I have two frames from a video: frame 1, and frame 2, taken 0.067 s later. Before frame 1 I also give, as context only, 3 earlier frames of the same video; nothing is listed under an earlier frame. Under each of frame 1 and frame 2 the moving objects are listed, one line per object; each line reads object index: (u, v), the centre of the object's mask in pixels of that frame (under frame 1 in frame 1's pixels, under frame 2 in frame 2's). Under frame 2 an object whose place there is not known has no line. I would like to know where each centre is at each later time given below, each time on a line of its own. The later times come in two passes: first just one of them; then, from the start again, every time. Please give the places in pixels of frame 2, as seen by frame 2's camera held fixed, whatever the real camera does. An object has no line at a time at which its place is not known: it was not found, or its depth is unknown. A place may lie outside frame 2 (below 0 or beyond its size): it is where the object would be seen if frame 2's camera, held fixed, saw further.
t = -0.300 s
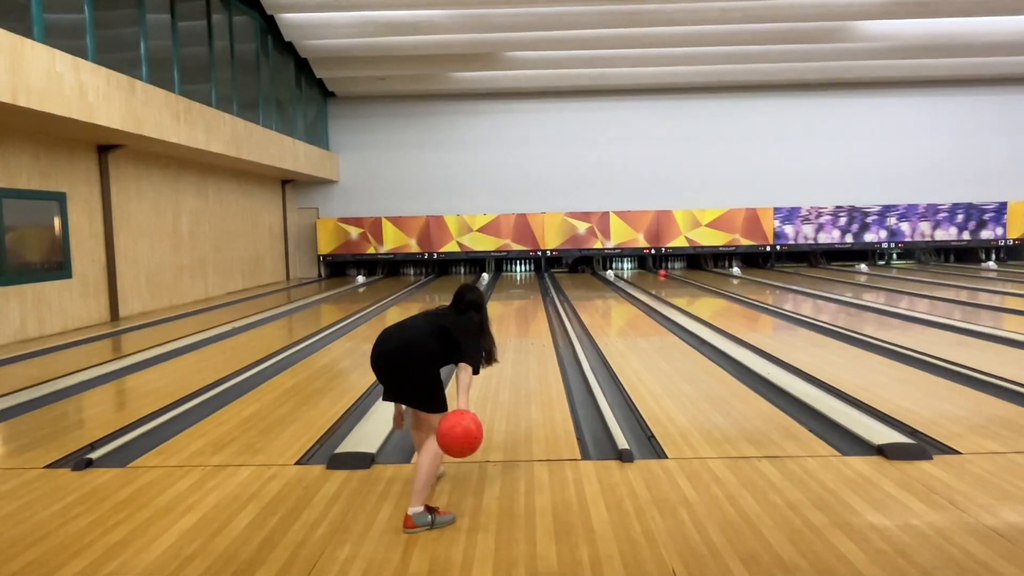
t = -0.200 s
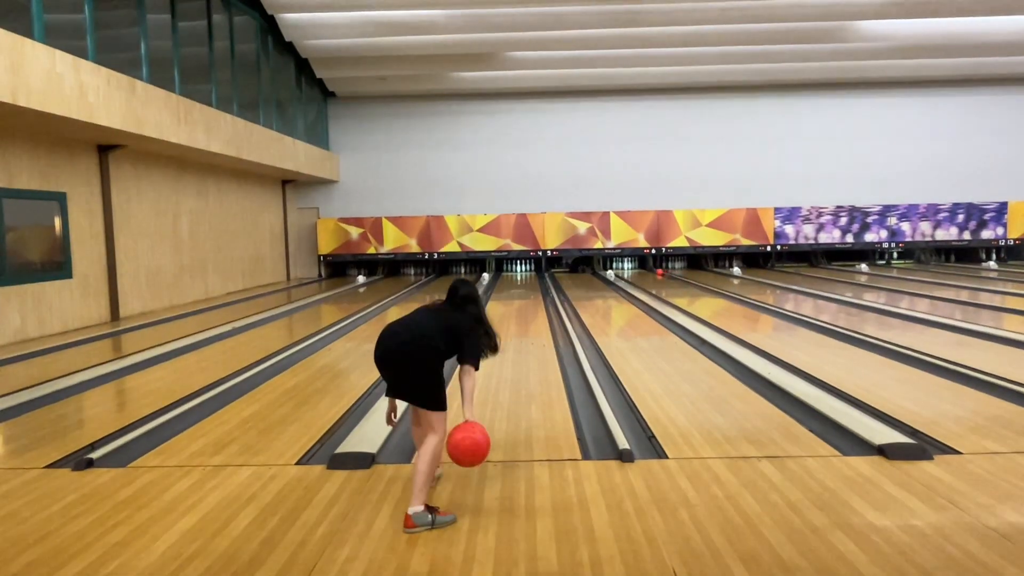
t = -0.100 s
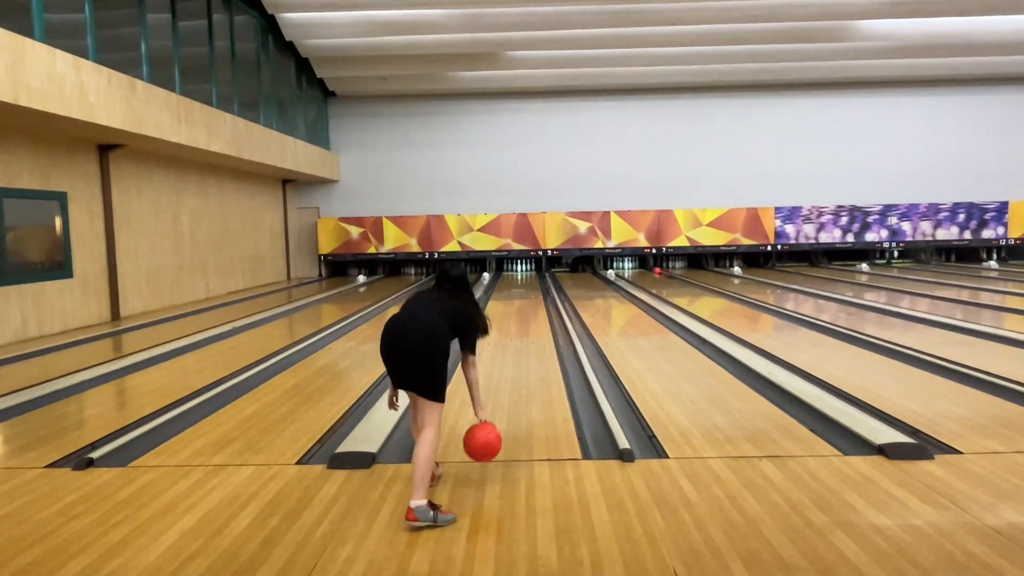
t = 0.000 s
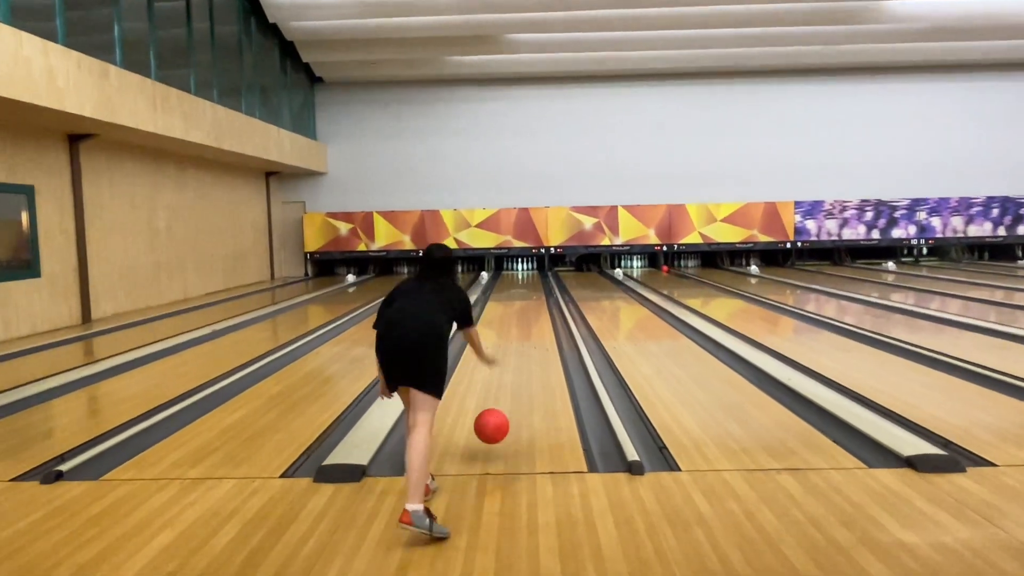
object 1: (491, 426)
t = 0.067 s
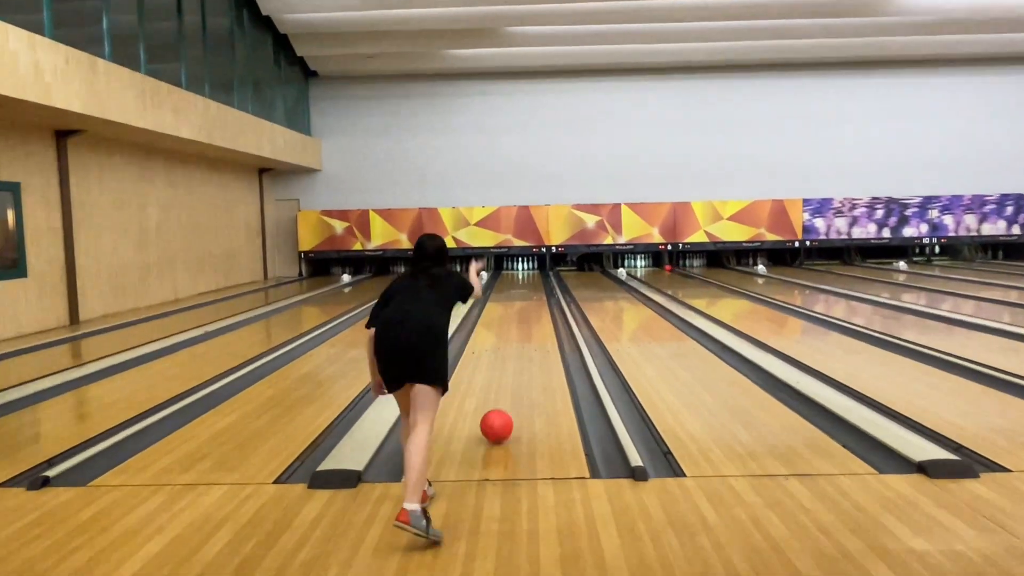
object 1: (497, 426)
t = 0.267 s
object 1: (507, 383)
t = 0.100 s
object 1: (499, 414)
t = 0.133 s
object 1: (501, 407)
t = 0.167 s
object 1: (503, 402)
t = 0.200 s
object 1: (504, 395)
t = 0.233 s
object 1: (506, 389)
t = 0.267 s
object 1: (507, 383)
